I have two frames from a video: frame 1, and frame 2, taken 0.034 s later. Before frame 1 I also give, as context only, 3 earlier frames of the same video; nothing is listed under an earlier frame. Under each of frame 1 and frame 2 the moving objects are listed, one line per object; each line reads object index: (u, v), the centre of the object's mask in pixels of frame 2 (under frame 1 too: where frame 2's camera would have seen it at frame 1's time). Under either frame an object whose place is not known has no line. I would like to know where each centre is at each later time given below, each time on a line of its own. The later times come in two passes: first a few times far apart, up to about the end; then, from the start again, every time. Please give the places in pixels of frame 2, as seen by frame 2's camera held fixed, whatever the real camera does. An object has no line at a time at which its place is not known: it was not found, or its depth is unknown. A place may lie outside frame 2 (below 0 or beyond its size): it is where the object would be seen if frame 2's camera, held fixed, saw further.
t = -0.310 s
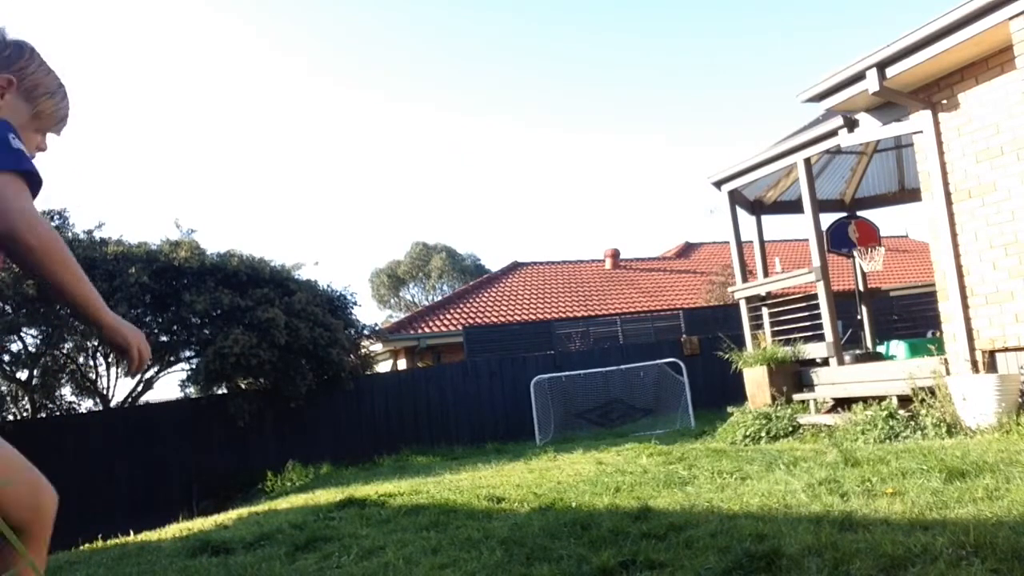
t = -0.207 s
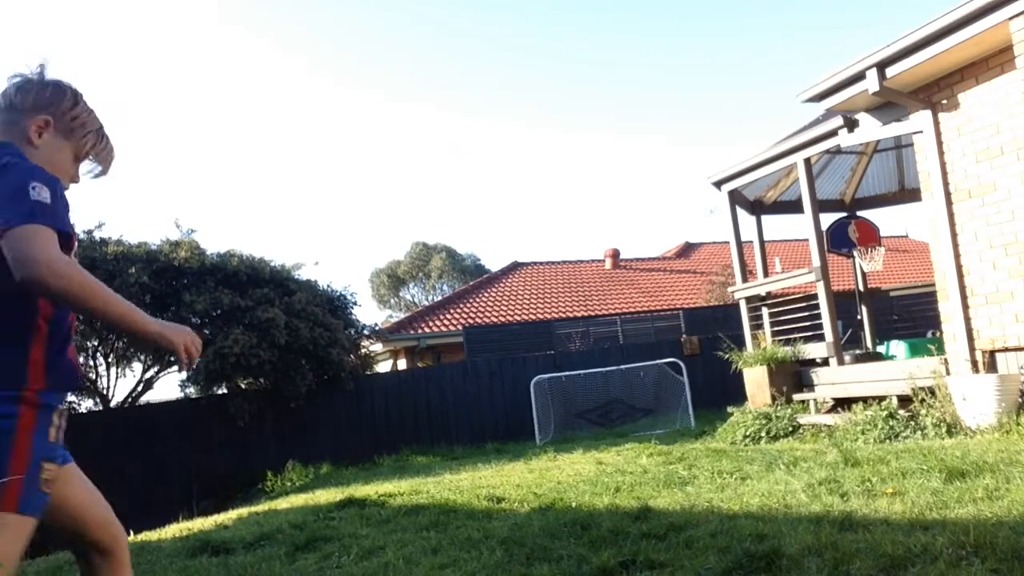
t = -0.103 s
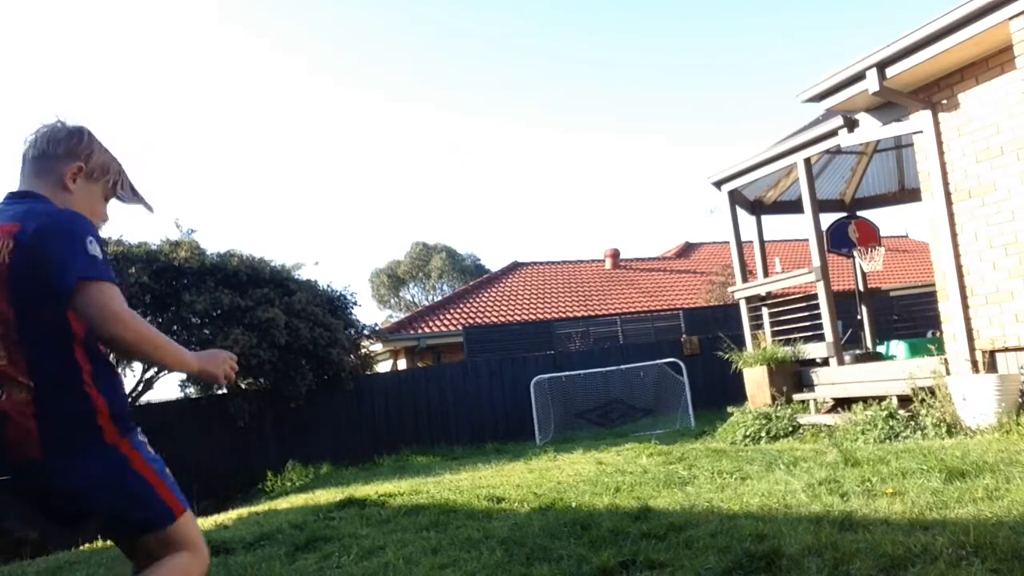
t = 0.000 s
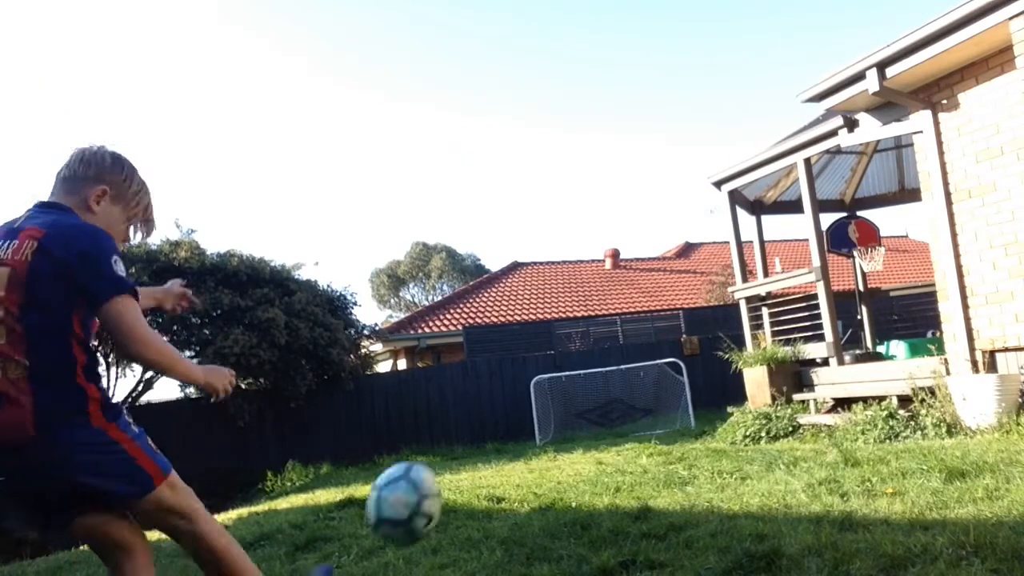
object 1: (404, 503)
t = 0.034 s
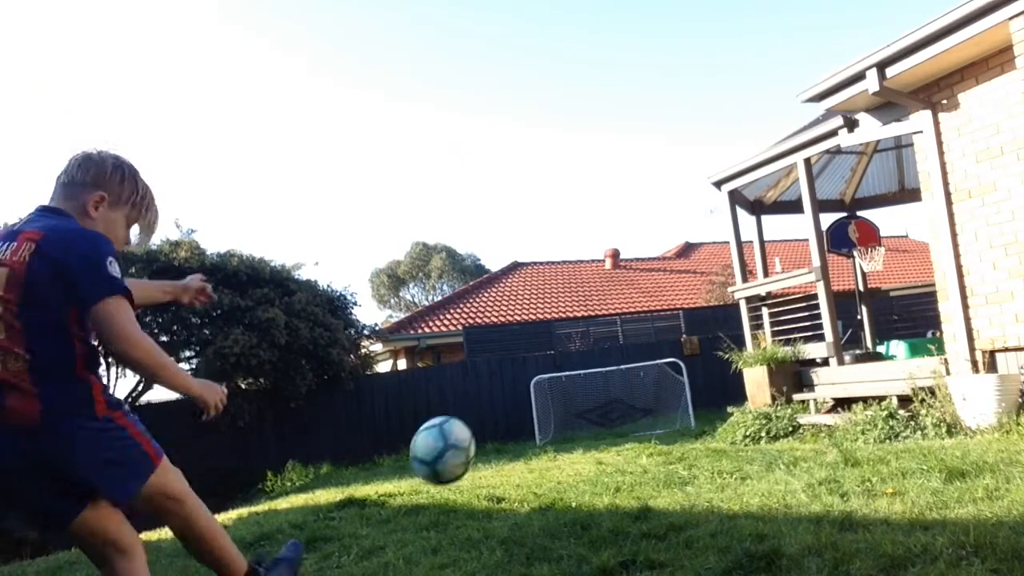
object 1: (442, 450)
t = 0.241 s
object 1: (543, 339)
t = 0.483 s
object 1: (585, 339)
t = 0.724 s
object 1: (611, 384)
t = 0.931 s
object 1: (623, 430)
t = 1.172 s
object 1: (626, 411)
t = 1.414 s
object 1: (633, 428)
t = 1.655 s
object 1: (630, 429)
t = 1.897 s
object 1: (627, 430)
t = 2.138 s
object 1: (626, 430)
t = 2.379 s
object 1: (626, 430)
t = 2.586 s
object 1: (626, 430)
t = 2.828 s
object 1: (626, 430)
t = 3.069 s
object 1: (626, 430)
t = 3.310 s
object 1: (626, 430)
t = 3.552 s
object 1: (626, 430)
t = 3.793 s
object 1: (626, 430)
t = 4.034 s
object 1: (626, 430)
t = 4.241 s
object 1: (626, 430)
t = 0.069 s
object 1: (470, 414)
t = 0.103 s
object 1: (491, 389)
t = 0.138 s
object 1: (508, 370)
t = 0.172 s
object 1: (522, 356)
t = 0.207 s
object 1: (534, 346)
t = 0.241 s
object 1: (543, 339)
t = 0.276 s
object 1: (551, 335)
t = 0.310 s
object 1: (559, 333)
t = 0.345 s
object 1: (566, 332)
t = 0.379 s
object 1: (571, 332)
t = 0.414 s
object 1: (577, 333)
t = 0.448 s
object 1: (581, 335)
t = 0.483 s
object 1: (585, 339)
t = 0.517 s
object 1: (589, 342)
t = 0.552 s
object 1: (593, 347)
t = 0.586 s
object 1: (596, 352)
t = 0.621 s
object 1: (602, 364)
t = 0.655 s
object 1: (605, 370)
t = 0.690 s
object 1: (608, 377)
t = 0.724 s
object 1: (611, 384)
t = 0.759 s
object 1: (613, 392)
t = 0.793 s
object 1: (615, 399)
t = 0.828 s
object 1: (617, 408)
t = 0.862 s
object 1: (619, 415)
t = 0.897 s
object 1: (621, 423)
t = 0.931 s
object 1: (623, 430)
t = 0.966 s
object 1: (623, 425)
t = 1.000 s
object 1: (622, 419)
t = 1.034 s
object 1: (623, 417)
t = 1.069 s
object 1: (623, 414)
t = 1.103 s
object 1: (624, 412)
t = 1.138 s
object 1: (624, 411)
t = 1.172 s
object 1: (626, 411)
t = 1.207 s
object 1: (626, 412)
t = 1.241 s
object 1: (627, 413)
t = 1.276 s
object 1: (629, 416)
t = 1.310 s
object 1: (630, 419)
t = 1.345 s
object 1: (631, 424)
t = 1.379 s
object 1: (632, 428)
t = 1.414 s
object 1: (633, 428)
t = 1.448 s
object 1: (632, 426)
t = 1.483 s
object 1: (632, 425)
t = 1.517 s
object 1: (631, 425)
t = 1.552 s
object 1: (631, 425)
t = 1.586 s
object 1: (631, 426)
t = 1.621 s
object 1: (631, 427)
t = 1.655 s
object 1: (630, 429)
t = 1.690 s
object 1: (629, 428)
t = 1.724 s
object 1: (629, 429)
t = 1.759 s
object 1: (629, 429)
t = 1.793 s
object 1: (629, 430)
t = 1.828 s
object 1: (628, 430)
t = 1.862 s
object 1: (628, 430)
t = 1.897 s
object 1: (627, 430)
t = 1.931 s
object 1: (627, 430)
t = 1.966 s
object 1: (626, 430)
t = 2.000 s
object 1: (626, 430)
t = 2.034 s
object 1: (626, 430)
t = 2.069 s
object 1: (626, 430)
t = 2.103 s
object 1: (626, 430)
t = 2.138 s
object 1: (626, 430)
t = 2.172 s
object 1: (626, 430)
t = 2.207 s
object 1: (626, 430)
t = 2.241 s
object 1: (626, 430)
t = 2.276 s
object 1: (626, 430)
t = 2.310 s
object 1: (626, 430)
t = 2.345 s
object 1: (626, 430)
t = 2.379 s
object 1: (626, 430)
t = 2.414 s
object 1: (626, 430)
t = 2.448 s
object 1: (626, 430)
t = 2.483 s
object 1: (626, 430)
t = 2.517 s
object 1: (626, 430)
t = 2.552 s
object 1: (626, 430)
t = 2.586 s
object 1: (626, 430)
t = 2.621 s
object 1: (626, 430)
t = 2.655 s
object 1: (626, 430)
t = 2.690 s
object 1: (626, 430)
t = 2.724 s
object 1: (626, 430)
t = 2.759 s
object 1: (626, 430)
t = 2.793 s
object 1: (626, 430)
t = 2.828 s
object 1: (626, 430)
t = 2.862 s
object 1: (626, 430)
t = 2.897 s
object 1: (626, 430)
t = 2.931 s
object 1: (626, 430)
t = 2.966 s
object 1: (626, 430)
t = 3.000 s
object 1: (626, 430)
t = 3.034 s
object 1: (626, 430)
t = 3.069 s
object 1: (626, 430)
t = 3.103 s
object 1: (626, 430)
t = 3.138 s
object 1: (626, 430)
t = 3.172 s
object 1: (626, 430)
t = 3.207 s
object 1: (626, 430)
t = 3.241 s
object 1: (626, 430)
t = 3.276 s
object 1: (626, 430)
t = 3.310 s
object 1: (626, 430)
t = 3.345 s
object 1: (626, 430)
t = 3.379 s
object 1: (626, 430)
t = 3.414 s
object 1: (626, 430)
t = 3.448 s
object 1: (626, 430)
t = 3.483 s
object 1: (626, 430)
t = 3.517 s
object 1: (626, 430)
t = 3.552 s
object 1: (626, 430)
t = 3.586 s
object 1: (626, 430)
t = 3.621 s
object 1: (626, 430)
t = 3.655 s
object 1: (626, 430)
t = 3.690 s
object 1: (626, 430)
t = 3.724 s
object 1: (626, 430)
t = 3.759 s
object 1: (626, 430)
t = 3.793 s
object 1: (626, 430)
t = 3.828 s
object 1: (626, 430)
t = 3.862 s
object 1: (626, 430)
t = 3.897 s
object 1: (626, 430)
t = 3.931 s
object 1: (626, 430)
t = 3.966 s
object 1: (626, 430)
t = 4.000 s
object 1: (626, 430)
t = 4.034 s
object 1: (626, 430)
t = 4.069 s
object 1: (626, 430)
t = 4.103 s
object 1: (626, 430)
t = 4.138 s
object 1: (626, 430)
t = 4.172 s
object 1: (626, 430)
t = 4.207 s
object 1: (626, 430)
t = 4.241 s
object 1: (626, 430)
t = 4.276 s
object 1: (626, 430)
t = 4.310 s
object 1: (626, 430)
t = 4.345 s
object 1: (626, 430)
